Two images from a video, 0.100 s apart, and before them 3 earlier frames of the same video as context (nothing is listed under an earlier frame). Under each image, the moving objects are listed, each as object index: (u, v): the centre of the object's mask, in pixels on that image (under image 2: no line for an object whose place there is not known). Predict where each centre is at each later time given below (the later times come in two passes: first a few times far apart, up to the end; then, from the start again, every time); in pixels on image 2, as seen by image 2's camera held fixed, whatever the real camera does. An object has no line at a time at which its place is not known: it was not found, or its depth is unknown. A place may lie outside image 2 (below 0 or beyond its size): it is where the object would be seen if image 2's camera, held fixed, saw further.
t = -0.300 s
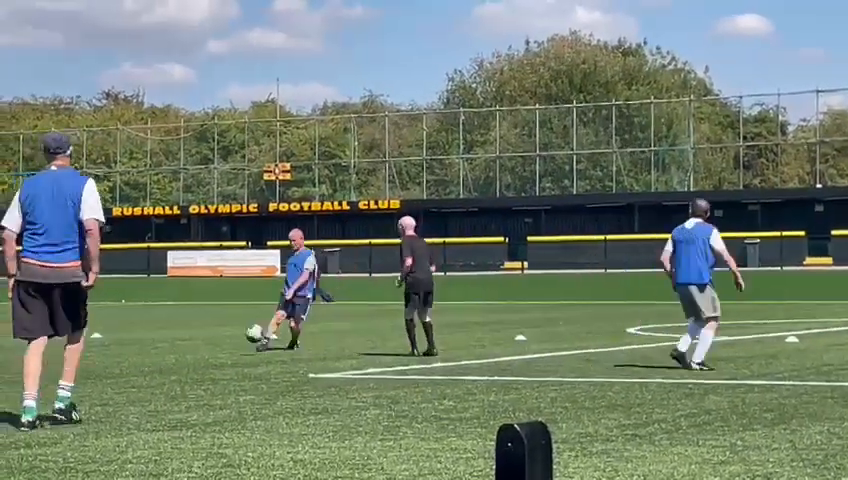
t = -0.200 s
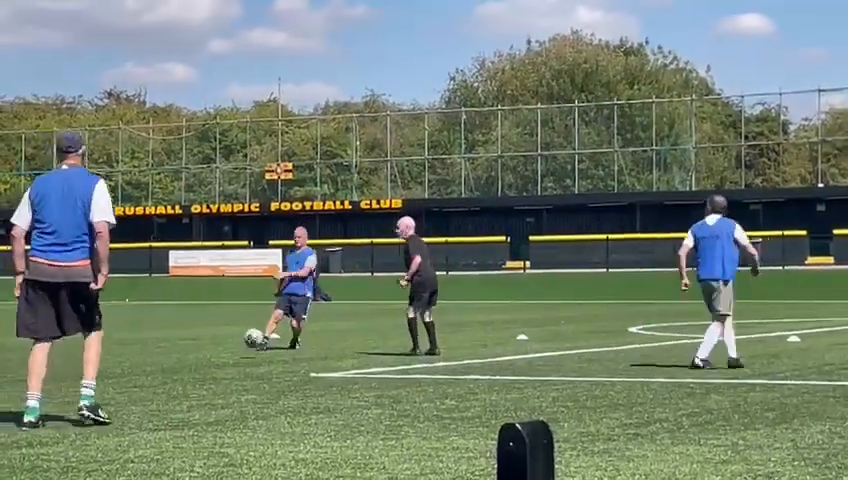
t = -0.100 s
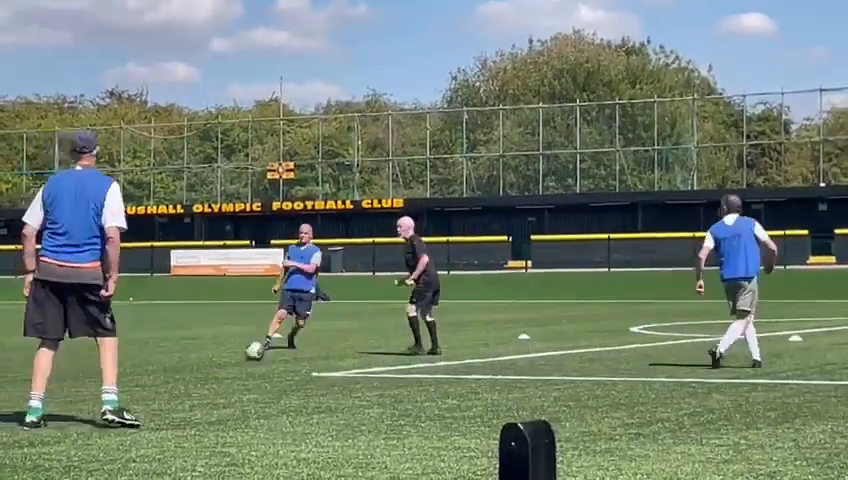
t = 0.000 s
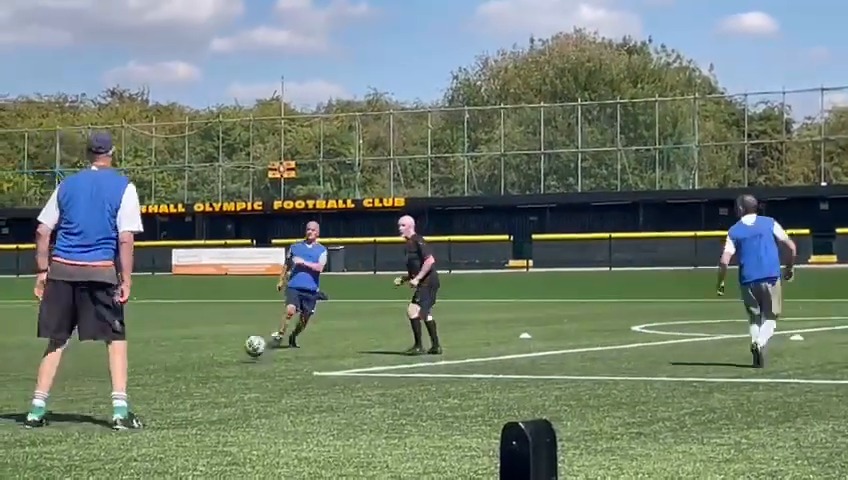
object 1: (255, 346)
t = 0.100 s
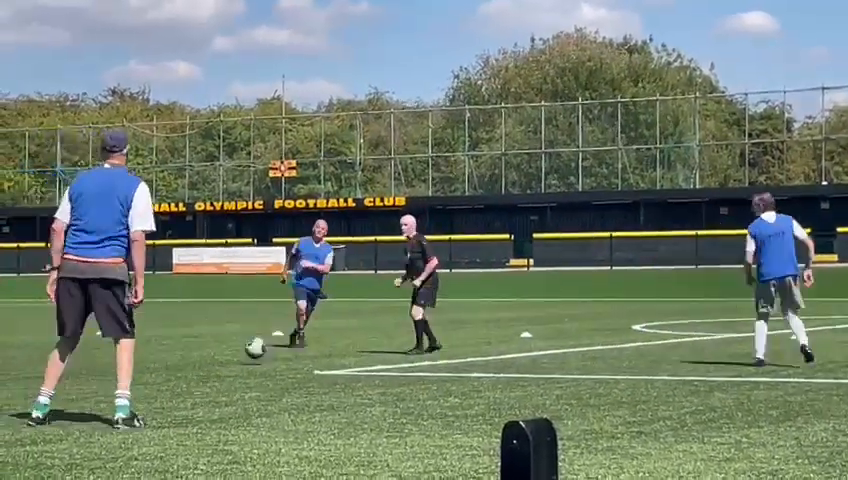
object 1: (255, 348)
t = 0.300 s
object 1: (256, 354)
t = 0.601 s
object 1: (256, 367)
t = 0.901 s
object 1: (257, 375)
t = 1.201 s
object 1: (259, 381)
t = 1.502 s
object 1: (261, 393)
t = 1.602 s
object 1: (261, 396)
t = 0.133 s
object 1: (255, 351)
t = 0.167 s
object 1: (256, 356)
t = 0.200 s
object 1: (255, 357)
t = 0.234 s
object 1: (255, 355)
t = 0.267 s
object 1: (256, 354)
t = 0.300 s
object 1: (256, 354)
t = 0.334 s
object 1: (257, 357)
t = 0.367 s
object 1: (256, 359)
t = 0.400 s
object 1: (257, 362)
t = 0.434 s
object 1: (257, 361)
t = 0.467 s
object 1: (257, 360)
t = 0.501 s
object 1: (256, 360)
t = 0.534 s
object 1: (257, 362)
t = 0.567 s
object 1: (256, 364)
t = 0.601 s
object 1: (256, 367)
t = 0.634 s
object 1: (256, 366)
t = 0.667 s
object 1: (256, 366)
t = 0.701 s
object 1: (256, 366)
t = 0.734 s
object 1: (256, 369)
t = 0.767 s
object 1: (256, 372)
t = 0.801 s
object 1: (256, 372)
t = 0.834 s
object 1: (256, 372)
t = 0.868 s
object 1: (256, 374)
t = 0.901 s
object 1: (257, 375)
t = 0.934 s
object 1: (257, 375)
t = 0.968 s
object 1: (257, 376)
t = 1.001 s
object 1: (258, 377)
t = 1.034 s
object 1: (258, 378)
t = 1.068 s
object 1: (258, 380)
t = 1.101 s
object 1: (259, 381)
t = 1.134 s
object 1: (259, 381)
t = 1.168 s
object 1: (258, 380)
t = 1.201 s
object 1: (259, 381)
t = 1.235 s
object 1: (259, 385)
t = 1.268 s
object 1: (260, 385)
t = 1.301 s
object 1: (260, 384)
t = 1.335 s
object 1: (260, 385)
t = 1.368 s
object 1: (260, 387)
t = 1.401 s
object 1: (260, 390)
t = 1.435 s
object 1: (260, 390)
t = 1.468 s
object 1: (260, 390)
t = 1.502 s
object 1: (261, 393)
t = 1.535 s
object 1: (262, 395)
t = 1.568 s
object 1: (262, 394)
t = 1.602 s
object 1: (261, 396)
